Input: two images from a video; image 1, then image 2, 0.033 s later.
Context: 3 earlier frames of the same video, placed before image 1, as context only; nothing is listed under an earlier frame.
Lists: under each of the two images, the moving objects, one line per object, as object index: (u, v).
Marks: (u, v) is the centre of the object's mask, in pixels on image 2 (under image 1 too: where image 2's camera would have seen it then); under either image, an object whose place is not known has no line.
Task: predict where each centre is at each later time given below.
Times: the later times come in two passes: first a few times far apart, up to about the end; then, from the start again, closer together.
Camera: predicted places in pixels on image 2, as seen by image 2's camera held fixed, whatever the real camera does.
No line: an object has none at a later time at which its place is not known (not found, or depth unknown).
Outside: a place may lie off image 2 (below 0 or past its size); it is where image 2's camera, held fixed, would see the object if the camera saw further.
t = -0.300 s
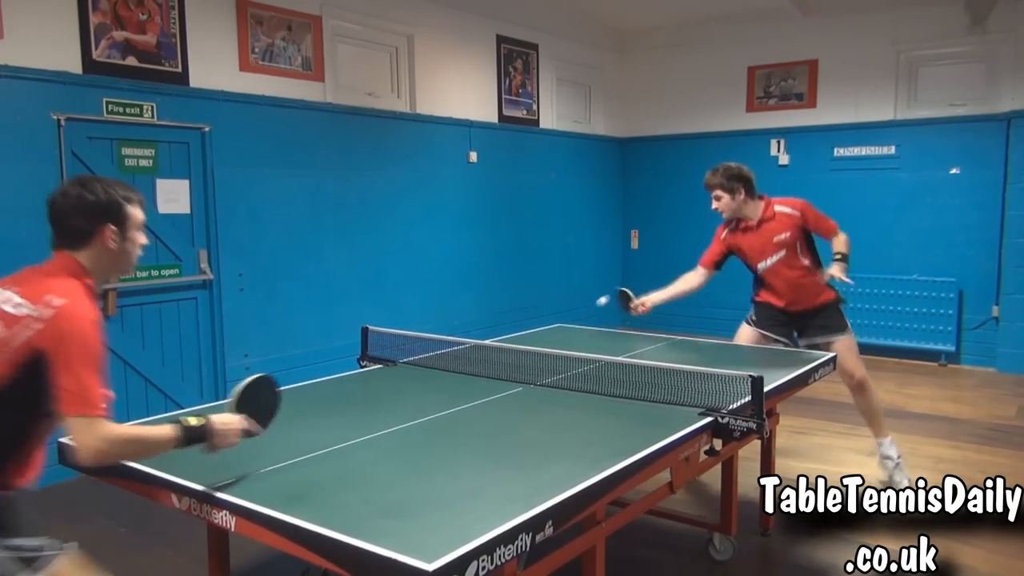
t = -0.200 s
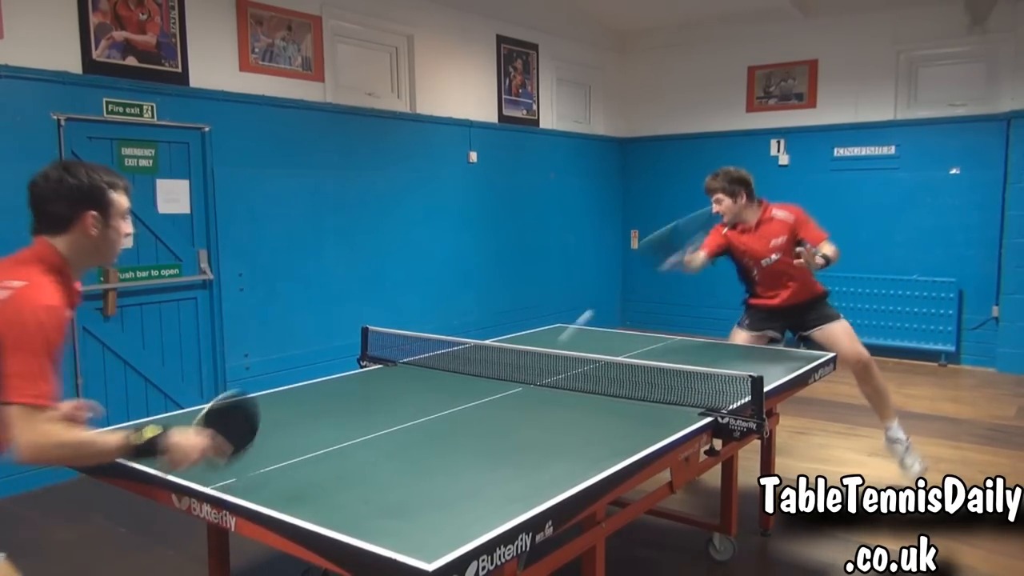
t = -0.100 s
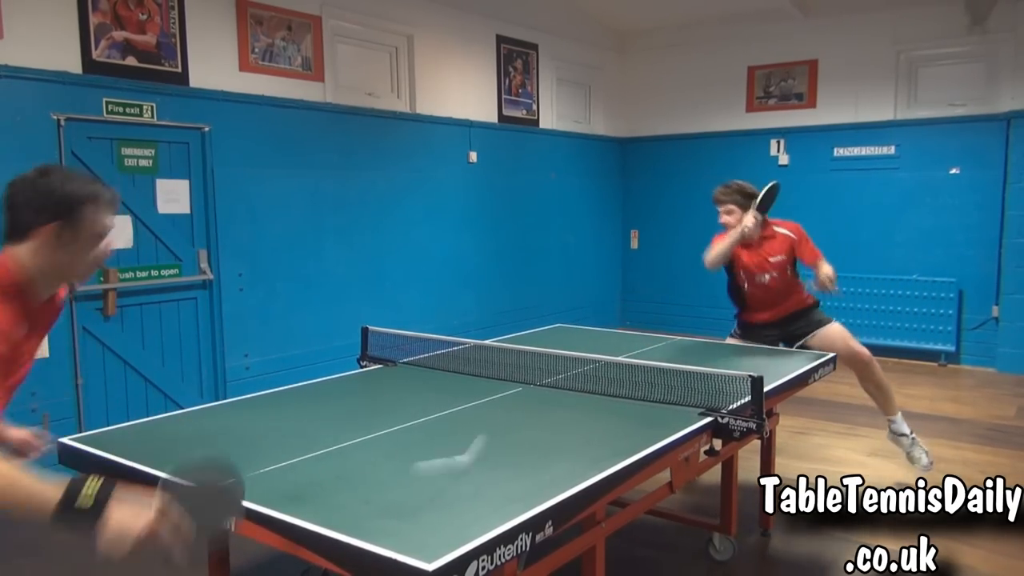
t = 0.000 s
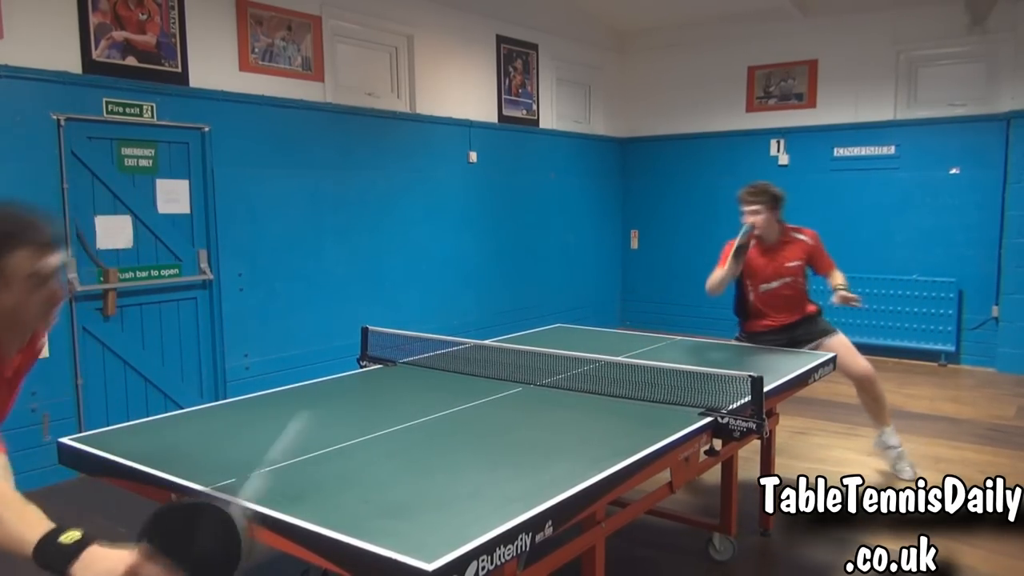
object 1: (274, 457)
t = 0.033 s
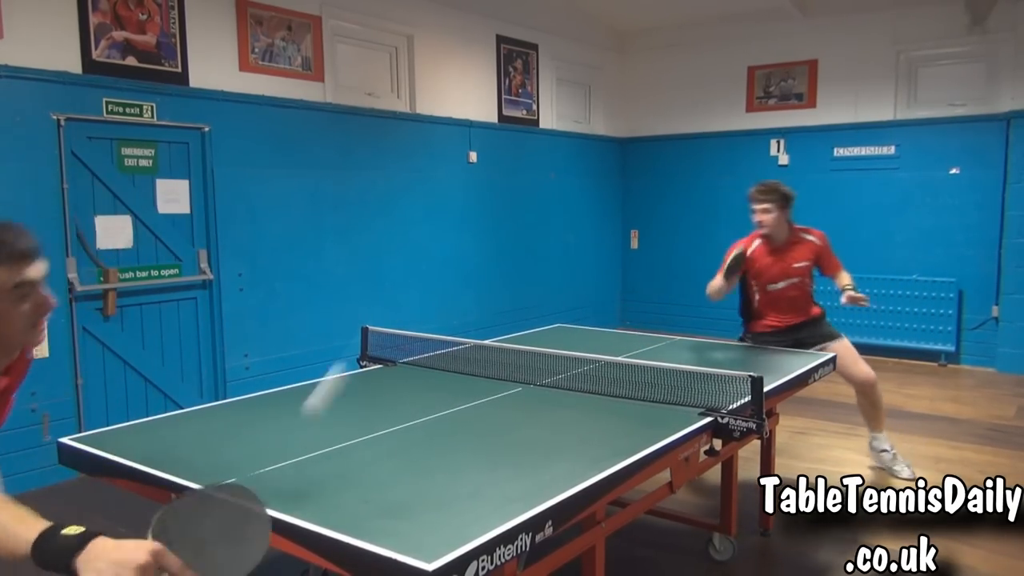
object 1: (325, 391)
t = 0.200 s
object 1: (552, 148)
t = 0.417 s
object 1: (697, 118)
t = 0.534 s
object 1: (740, 168)
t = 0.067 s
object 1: (394, 305)
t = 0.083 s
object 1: (407, 288)
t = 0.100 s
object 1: (435, 256)
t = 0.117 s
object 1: (463, 226)
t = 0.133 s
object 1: (478, 212)
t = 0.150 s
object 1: (501, 189)
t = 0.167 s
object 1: (524, 169)
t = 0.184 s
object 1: (535, 161)
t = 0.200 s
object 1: (552, 148)
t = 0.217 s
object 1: (568, 136)
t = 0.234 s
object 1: (580, 128)
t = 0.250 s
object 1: (599, 119)
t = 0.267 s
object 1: (611, 113)
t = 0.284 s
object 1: (621, 111)
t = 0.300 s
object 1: (634, 108)
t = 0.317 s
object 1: (645, 106)
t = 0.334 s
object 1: (654, 105)
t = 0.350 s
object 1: (665, 106)
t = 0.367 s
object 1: (671, 108)
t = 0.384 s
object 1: (680, 110)
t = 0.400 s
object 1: (689, 114)
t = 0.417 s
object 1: (697, 118)
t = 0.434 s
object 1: (704, 123)
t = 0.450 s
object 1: (712, 130)
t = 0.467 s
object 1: (716, 134)
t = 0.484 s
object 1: (723, 142)
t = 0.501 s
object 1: (729, 151)
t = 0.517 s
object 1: (735, 160)
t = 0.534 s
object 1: (740, 168)
